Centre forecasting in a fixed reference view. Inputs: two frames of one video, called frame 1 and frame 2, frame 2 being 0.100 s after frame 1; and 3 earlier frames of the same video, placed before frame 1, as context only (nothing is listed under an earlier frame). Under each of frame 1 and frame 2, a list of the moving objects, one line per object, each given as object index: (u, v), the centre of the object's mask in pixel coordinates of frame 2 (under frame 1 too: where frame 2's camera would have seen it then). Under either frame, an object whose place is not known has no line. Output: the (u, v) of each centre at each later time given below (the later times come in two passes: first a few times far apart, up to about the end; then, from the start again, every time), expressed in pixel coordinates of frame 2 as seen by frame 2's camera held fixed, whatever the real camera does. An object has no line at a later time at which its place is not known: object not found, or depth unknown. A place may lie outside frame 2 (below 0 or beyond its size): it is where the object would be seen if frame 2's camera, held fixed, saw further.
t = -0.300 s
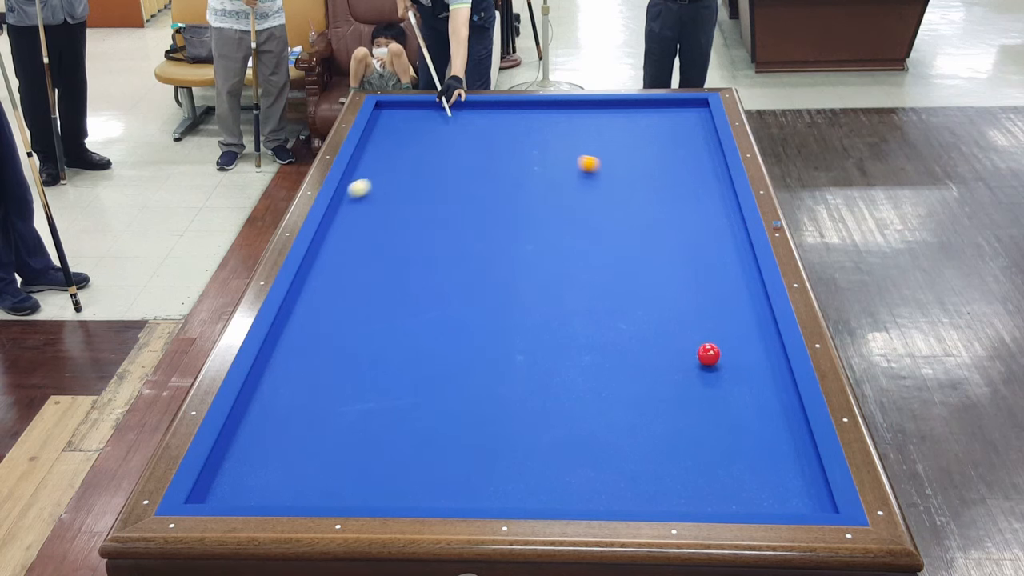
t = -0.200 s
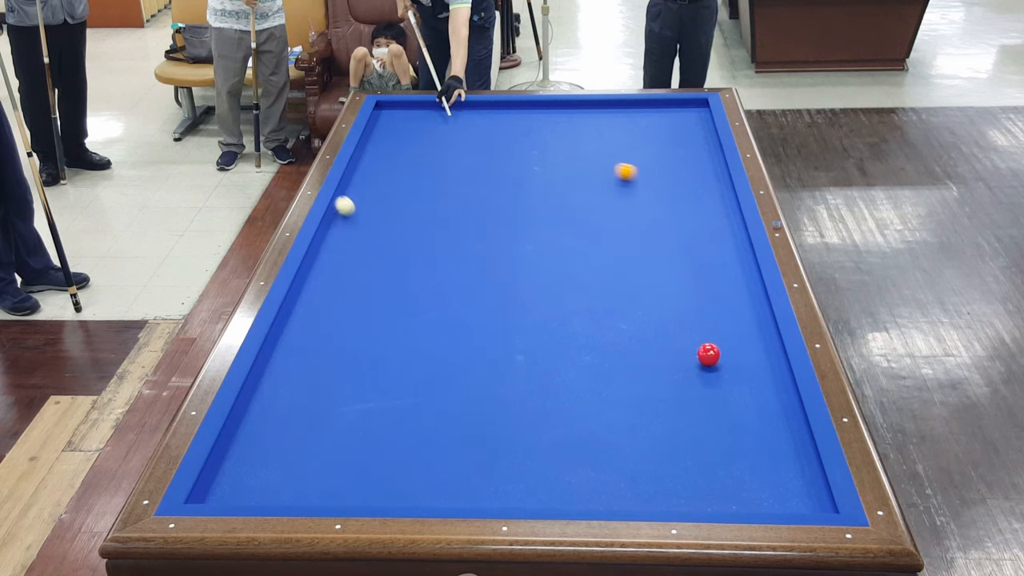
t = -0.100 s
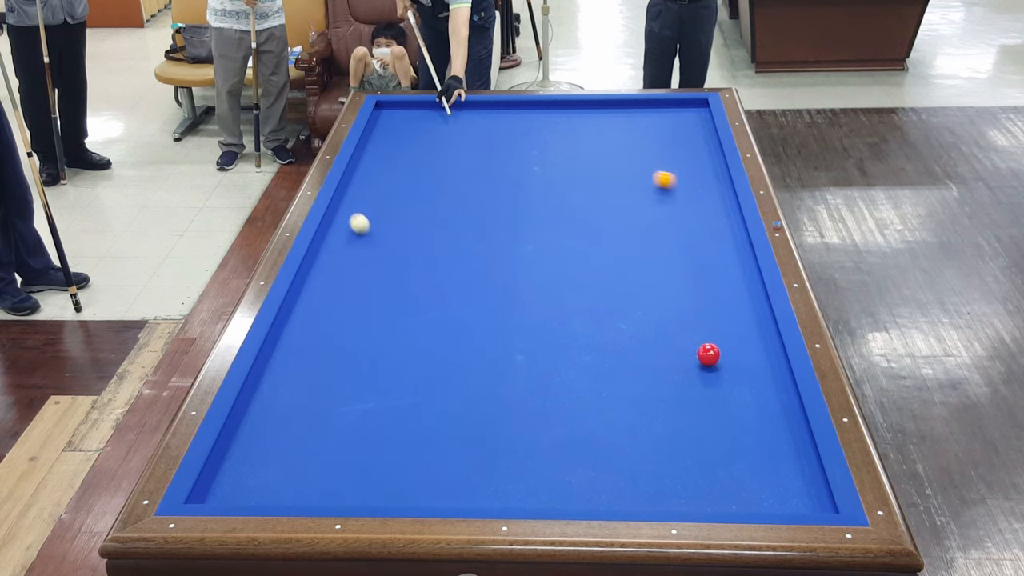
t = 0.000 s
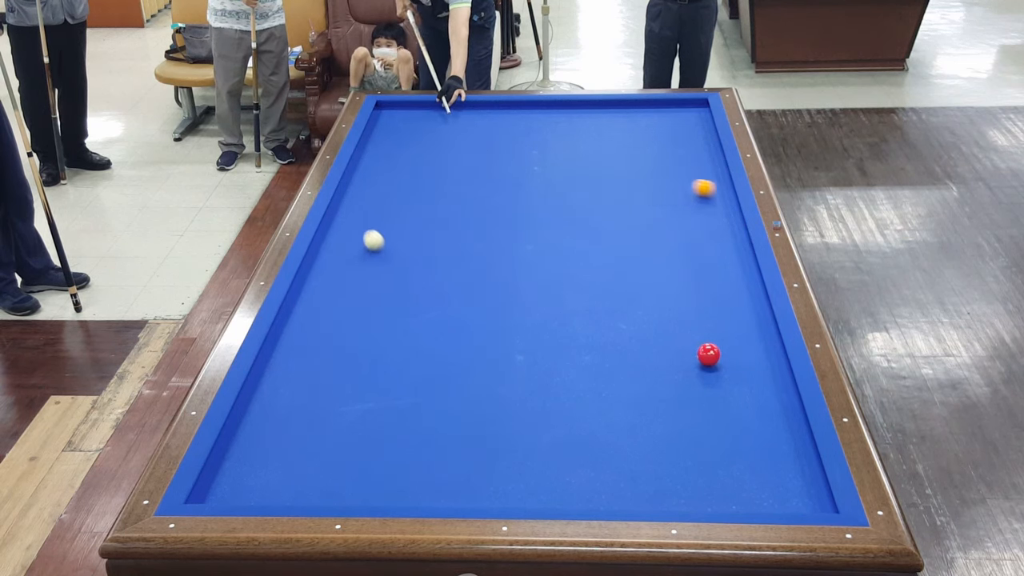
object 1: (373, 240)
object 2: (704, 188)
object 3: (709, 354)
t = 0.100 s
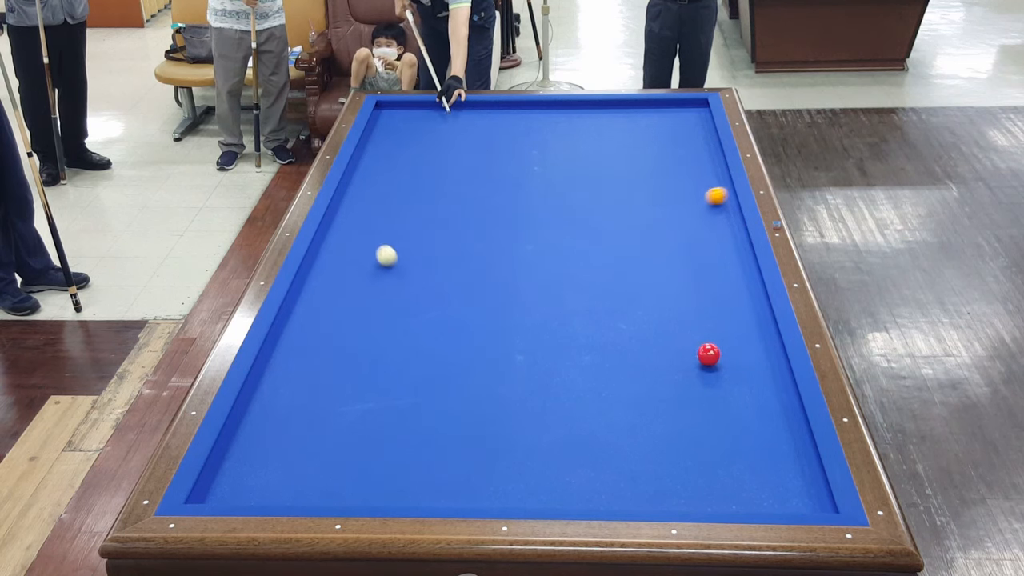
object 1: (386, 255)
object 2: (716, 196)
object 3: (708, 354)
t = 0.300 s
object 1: (413, 286)
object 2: (663, 210)
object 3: (708, 354)
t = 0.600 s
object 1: (458, 340)
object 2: (597, 233)
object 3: (708, 354)
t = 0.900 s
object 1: (512, 403)
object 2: (527, 257)
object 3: (708, 354)
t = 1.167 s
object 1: (569, 469)
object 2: (461, 279)
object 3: (709, 354)
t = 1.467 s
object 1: (655, 466)
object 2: (382, 306)
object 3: (709, 354)
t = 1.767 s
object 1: (737, 425)
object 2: (297, 334)
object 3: (708, 354)
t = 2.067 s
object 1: (766, 387)
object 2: (303, 356)
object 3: (708, 354)
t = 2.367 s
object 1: (727, 360)
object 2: (335, 376)
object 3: (693, 347)
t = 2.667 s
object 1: (720, 348)
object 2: (368, 398)
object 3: (657, 330)
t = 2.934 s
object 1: (714, 338)
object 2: (398, 417)
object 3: (626, 316)
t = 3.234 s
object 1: (708, 329)
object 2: (433, 440)
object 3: (595, 301)
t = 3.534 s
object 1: (702, 320)
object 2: (470, 464)
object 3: (566, 288)
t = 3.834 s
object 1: (697, 312)
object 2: (508, 488)
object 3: (539, 275)
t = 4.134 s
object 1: (692, 305)
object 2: (543, 494)
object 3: (514, 263)
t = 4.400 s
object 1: (688, 299)
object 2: (568, 483)
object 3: (493, 254)
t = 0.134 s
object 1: (390, 261)
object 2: (706, 198)
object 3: (708, 354)
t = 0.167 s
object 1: (395, 265)
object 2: (696, 201)
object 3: (708, 354)
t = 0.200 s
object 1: (399, 271)
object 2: (687, 203)
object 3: (708, 354)
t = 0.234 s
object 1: (404, 276)
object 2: (679, 205)
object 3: (708, 354)
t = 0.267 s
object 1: (408, 281)
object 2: (671, 208)
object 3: (708, 354)
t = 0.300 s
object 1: (413, 286)
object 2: (663, 210)
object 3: (708, 354)
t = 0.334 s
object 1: (418, 292)
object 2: (656, 213)
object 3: (708, 354)
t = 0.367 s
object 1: (422, 297)
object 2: (649, 216)
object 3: (708, 354)
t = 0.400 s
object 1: (427, 303)
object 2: (642, 218)
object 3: (708, 354)
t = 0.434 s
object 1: (432, 309)
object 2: (634, 220)
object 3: (708, 354)
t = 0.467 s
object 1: (437, 315)
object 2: (627, 223)
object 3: (708, 354)
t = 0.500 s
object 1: (442, 321)
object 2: (620, 225)
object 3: (708, 354)
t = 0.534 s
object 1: (448, 327)
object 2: (612, 228)
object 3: (708, 354)
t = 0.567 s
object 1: (453, 333)
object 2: (605, 231)
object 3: (708, 354)
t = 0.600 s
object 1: (458, 340)
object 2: (597, 233)
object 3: (708, 354)
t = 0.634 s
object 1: (464, 346)
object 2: (590, 236)
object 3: (708, 354)
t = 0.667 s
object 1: (469, 353)
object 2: (582, 239)
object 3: (709, 354)
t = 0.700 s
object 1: (475, 360)
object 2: (574, 241)
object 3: (708, 354)
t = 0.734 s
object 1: (481, 366)
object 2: (567, 244)
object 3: (708, 354)
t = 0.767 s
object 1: (487, 373)
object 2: (559, 246)
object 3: (708, 354)
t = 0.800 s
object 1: (493, 381)
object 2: (551, 249)
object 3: (708, 354)
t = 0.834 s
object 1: (499, 388)
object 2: (543, 252)
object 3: (709, 354)
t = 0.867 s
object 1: (505, 395)
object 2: (535, 254)
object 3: (708, 354)
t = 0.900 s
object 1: (512, 403)
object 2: (527, 257)
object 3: (708, 354)
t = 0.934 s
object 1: (519, 411)
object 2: (519, 260)
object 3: (708, 354)
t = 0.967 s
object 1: (525, 418)
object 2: (511, 262)
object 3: (708, 354)
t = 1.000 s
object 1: (532, 426)
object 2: (503, 265)
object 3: (708, 354)
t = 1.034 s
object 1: (539, 434)
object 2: (495, 268)
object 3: (709, 354)
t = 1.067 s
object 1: (546, 443)
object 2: (486, 271)
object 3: (708, 354)
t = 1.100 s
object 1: (554, 452)
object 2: (478, 274)
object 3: (708, 354)
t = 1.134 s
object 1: (561, 460)
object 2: (469, 276)
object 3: (709, 354)
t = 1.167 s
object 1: (569, 469)
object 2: (461, 279)
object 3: (709, 354)
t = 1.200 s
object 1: (577, 478)
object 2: (453, 282)
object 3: (709, 354)
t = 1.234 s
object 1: (585, 488)
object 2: (444, 285)
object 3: (709, 354)
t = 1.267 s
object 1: (592, 496)
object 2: (435, 288)
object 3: (709, 354)
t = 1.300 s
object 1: (603, 496)
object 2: (426, 291)
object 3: (709, 354)
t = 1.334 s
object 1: (614, 491)
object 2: (418, 294)
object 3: (709, 354)
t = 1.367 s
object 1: (625, 484)
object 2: (409, 297)
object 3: (709, 354)
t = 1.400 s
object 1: (635, 477)
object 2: (400, 299)
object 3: (709, 354)
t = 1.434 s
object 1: (645, 471)
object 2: (391, 303)
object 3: (709, 354)
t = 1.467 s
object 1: (655, 466)
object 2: (382, 306)
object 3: (709, 354)
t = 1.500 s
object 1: (665, 461)
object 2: (373, 309)
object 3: (709, 354)
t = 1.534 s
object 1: (674, 457)
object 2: (364, 312)
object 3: (709, 354)
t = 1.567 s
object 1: (683, 452)
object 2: (354, 315)
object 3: (708, 354)
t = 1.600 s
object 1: (693, 447)
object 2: (345, 318)
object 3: (709, 354)
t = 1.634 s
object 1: (702, 442)
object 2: (336, 321)
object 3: (708, 354)
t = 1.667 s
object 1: (711, 438)
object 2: (326, 324)
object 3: (708, 354)
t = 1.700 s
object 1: (720, 434)
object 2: (317, 327)
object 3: (708, 354)
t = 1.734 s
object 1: (728, 429)
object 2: (307, 331)
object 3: (708, 354)
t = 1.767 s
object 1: (737, 425)
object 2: (297, 334)
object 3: (708, 354)
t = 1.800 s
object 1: (746, 420)
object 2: (287, 337)
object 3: (708, 354)
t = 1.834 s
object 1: (754, 416)
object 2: (277, 341)
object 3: (708, 354)
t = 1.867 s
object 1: (763, 412)
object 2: (276, 343)
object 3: (708, 354)
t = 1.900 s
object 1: (771, 408)
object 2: (282, 345)
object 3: (708, 354)
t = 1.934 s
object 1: (779, 404)
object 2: (288, 347)
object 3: (708, 354)
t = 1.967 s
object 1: (787, 399)
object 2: (292, 349)
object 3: (709, 354)
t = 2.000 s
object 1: (783, 395)
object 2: (296, 351)
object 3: (709, 354)
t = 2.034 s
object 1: (774, 391)
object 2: (299, 354)
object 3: (709, 354)
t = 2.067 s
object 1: (766, 387)
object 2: (303, 356)
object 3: (708, 354)
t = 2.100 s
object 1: (760, 383)
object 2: (306, 358)
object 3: (709, 354)
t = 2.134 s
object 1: (753, 379)
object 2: (310, 360)
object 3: (708, 354)
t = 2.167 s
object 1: (747, 374)
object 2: (313, 363)
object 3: (708, 354)
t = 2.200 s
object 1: (741, 371)
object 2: (317, 365)
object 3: (708, 354)
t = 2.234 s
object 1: (735, 367)
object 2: (320, 367)
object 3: (708, 354)
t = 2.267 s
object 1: (729, 363)
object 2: (324, 370)
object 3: (708, 354)
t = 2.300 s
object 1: (728, 362)
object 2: (328, 372)
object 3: (703, 352)
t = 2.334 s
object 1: (728, 361)
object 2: (331, 374)
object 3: (698, 349)
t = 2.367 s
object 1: (727, 360)
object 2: (335, 376)
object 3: (693, 347)
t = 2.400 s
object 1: (726, 358)
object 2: (338, 379)
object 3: (689, 345)
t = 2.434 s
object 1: (726, 357)
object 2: (342, 381)
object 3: (685, 343)
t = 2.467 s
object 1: (725, 355)
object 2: (346, 383)
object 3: (681, 341)
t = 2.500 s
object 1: (724, 354)
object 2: (350, 386)
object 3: (677, 339)
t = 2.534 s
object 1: (723, 353)
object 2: (353, 388)
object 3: (673, 337)
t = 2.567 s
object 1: (723, 352)
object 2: (357, 390)
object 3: (668, 335)
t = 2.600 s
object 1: (722, 350)
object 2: (360, 393)
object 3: (664, 333)
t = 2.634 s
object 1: (721, 349)
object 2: (364, 395)
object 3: (660, 331)
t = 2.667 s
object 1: (720, 348)
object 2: (368, 398)
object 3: (657, 330)
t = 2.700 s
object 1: (719, 346)
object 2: (372, 400)
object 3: (653, 328)
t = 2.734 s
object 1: (719, 345)
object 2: (375, 402)
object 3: (649, 326)
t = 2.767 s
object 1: (718, 344)
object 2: (379, 405)
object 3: (645, 324)
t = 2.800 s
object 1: (717, 343)
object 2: (383, 407)
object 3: (641, 322)
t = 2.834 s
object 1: (717, 342)
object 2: (387, 410)
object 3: (638, 321)
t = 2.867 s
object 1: (716, 340)
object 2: (391, 412)
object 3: (634, 319)
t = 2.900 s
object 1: (715, 339)
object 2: (394, 415)
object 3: (630, 317)
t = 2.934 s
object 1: (714, 338)
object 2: (398, 417)
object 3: (626, 316)
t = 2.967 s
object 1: (714, 337)
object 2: (402, 420)
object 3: (623, 314)
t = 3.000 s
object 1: (713, 336)
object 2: (406, 422)
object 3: (619, 312)
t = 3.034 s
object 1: (712, 335)
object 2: (410, 425)
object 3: (616, 310)
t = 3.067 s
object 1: (712, 334)
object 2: (414, 427)
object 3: (612, 309)
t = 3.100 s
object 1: (711, 333)
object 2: (418, 430)
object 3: (608, 307)
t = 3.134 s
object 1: (710, 332)
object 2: (422, 432)
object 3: (605, 306)
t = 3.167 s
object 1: (710, 331)
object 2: (426, 435)
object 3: (602, 304)
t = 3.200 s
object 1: (709, 330)
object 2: (429, 437)
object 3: (598, 303)
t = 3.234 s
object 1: (708, 329)
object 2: (433, 440)
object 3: (595, 301)
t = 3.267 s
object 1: (707, 328)
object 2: (438, 443)
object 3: (592, 300)
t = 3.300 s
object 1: (707, 327)
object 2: (442, 445)
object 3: (588, 298)
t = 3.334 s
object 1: (706, 326)
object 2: (446, 448)
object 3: (585, 296)
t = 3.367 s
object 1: (705, 325)
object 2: (450, 450)
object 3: (582, 295)
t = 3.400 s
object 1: (705, 324)
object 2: (454, 453)
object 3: (578, 293)
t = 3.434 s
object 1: (704, 323)
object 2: (458, 456)
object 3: (575, 292)
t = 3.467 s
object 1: (703, 322)
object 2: (462, 458)
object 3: (572, 291)
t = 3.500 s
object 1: (703, 321)
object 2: (466, 461)
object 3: (569, 289)
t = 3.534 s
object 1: (702, 320)
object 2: (470, 464)
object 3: (566, 288)
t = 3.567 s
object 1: (701, 319)
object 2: (474, 466)
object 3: (563, 286)
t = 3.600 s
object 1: (701, 318)
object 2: (478, 469)
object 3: (559, 285)
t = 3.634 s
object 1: (700, 317)
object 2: (482, 471)
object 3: (557, 283)
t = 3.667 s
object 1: (699, 316)
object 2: (487, 474)
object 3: (554, 282)
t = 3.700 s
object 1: (699, 316)
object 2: (491, 477)
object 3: (551, 281)
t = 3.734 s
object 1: (698, 314)
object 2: (495, 479)
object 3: (548, 279)
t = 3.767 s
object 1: (698, 314)
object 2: (499, 482)
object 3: (545, 278)
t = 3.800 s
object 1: (697, 313)
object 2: (504, 485)
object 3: (542, 276)
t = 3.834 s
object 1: (697, 312)
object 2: (508, 488)
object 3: (539, 275)
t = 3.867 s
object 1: (696, 311)
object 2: (512, 491)
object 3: (536, 274)
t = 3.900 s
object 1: (696, 310)
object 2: (517, 493)
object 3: (533, 272)
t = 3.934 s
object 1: (695, 310)
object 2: (521, 495)
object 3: (530, 271)
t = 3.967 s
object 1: (695, 309)
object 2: (525, 496)
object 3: (527, 270)
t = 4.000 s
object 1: (694, 308)
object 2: (529, 498)
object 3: (525, 268)
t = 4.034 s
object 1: (694, 307)
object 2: (533, 497)
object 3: (522, 267)
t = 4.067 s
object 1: (693, 306)
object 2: (536, 496)
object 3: (519, 266)
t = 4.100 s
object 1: (693, 306)
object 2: (540, 495)
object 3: (516, 265)
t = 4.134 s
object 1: (692, 305)
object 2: (543, 494)
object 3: (514, 263)
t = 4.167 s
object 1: (692, 304)
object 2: (546, 493)
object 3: (511, 262)
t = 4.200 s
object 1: (691, 303)
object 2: (549, 492)
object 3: (509, 261)
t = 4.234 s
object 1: (691, 303)
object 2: (552, 491)
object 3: (506, 259)
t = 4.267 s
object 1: (690, 302)
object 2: (556, 489)
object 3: (503, 258)
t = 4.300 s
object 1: (690, 301)
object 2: (559, 487)
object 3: (501, 257)
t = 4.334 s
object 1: (689, 300)
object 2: (562, 486)
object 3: (498, 256)
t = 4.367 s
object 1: (688, 300)
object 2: (565, 485)
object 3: (496, 255)
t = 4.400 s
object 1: (688, 299)
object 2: (568, 483)
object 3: (493, 254)
